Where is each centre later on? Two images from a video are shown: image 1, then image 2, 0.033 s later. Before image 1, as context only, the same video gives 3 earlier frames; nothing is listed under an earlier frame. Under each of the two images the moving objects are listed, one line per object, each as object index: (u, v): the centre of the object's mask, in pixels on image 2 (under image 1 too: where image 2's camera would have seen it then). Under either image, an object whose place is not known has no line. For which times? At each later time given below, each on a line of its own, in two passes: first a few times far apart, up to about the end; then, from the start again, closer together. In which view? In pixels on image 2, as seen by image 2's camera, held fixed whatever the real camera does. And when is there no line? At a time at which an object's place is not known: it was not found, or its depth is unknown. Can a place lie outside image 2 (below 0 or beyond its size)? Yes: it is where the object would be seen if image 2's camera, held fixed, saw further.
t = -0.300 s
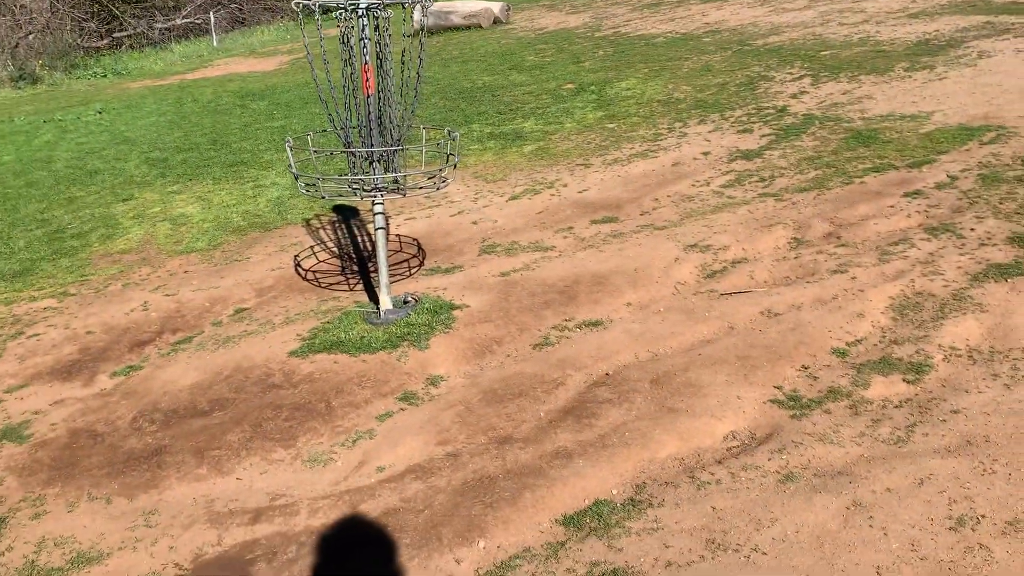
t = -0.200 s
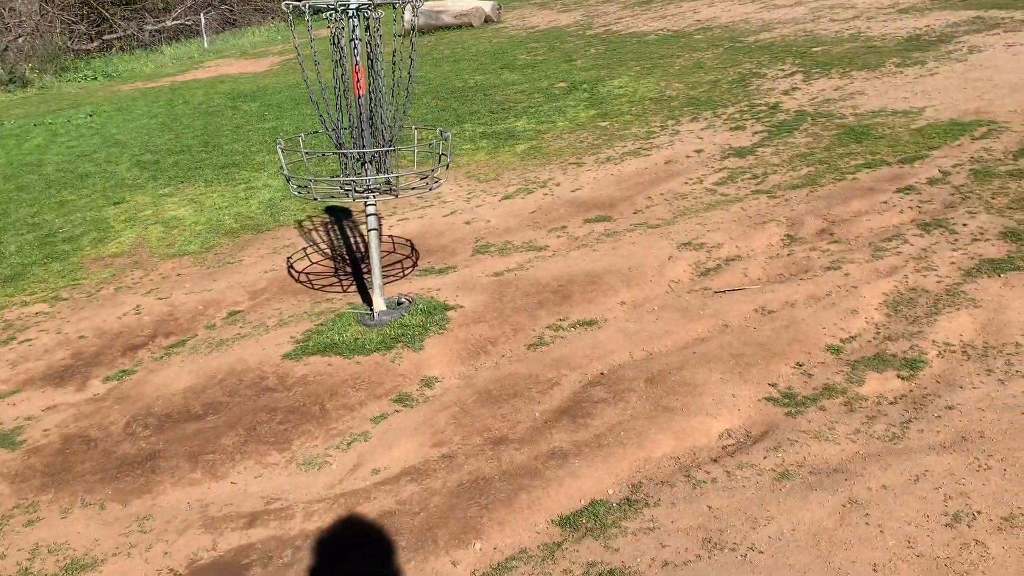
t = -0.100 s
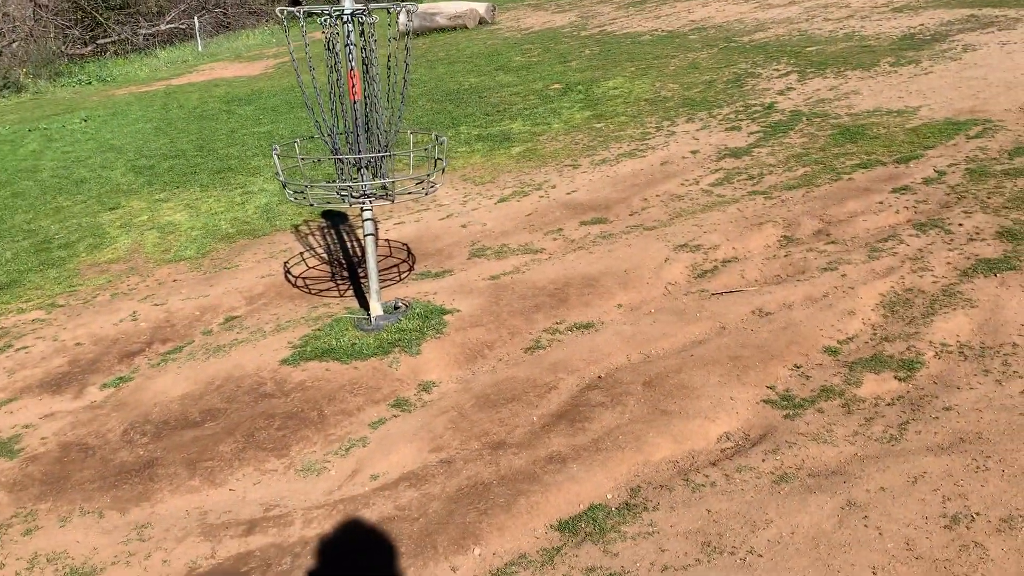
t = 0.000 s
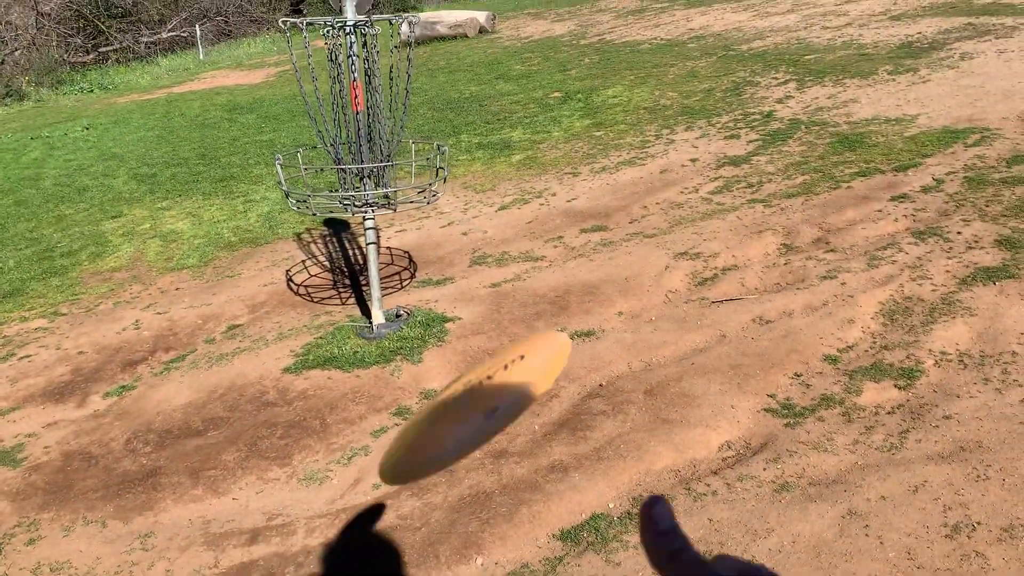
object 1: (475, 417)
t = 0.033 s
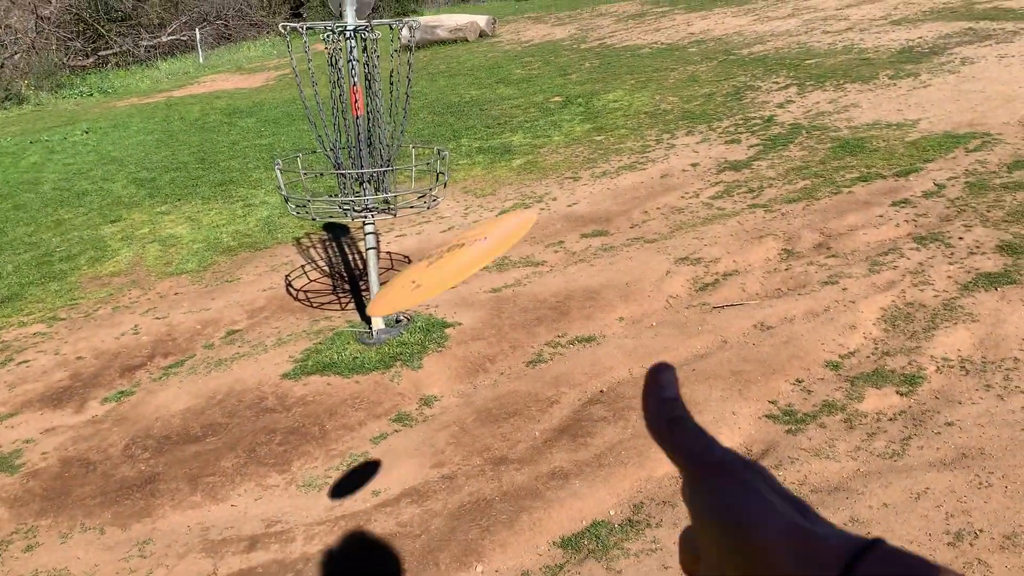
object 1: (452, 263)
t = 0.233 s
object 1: (406, 0)
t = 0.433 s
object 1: (401, 30)
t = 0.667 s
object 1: (378, 113)
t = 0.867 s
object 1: (403, 181)
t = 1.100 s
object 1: (387, 206)
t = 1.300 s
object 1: (387, 207)
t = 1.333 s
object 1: (387, 206)
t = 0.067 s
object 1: (436, 163)
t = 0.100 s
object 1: (424, 96)
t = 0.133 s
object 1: (415, 48)
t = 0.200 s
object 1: (407, 8)
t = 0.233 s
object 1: (406, 0)
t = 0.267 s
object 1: (404, -3)
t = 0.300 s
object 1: (402, 0)
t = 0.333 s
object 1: (402, 5)
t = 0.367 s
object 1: (401, 12)
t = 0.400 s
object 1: (399, 22)
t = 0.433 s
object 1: (401, 30)
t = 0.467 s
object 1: (397, 41)
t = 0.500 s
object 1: (392, 53)
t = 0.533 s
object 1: (385, 68)
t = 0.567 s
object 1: (380, 83)
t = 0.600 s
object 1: (378, 92)
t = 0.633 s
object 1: (378, 102)
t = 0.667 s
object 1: (378, 113)
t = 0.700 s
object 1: (378, 122)
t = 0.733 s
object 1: (381, 129)
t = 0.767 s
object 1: (385, 138)
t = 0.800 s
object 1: (389, 150)
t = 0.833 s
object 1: (396, 165)
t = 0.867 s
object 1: (403, 181)
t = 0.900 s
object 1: (401, 184)
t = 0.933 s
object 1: (398, 191)
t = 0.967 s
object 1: (395, 191)
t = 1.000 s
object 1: (389, 193)
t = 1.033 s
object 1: (390, 200)
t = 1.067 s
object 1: (388, 205)
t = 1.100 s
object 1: (387, 206)
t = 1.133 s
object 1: (386, 205)
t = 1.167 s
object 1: (386, 206)
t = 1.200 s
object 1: (386, 206)
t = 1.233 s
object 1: (386, 206)
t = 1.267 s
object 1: (386, 206)
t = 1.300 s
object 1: (387, 207)
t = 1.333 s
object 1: (387, 206)
